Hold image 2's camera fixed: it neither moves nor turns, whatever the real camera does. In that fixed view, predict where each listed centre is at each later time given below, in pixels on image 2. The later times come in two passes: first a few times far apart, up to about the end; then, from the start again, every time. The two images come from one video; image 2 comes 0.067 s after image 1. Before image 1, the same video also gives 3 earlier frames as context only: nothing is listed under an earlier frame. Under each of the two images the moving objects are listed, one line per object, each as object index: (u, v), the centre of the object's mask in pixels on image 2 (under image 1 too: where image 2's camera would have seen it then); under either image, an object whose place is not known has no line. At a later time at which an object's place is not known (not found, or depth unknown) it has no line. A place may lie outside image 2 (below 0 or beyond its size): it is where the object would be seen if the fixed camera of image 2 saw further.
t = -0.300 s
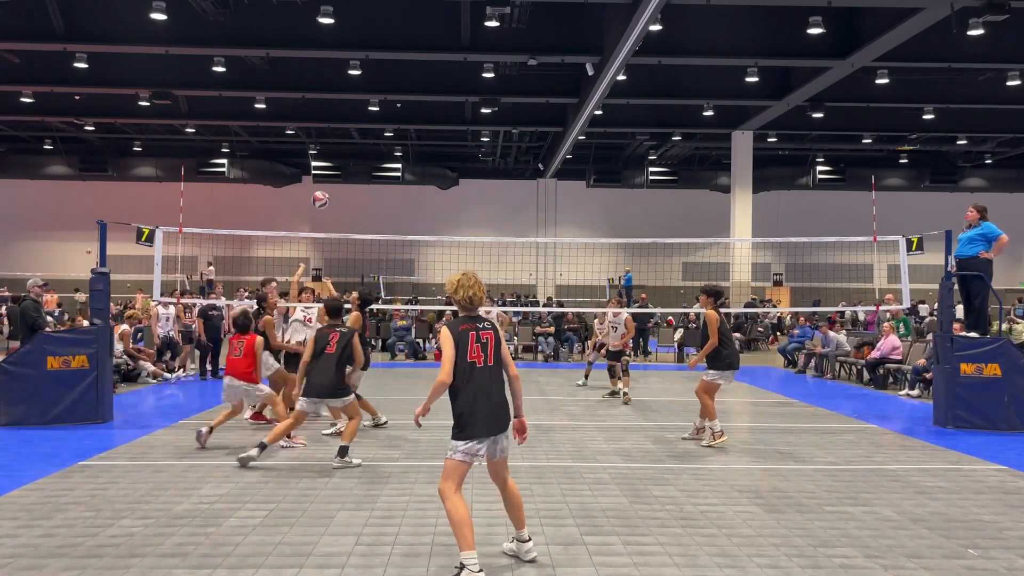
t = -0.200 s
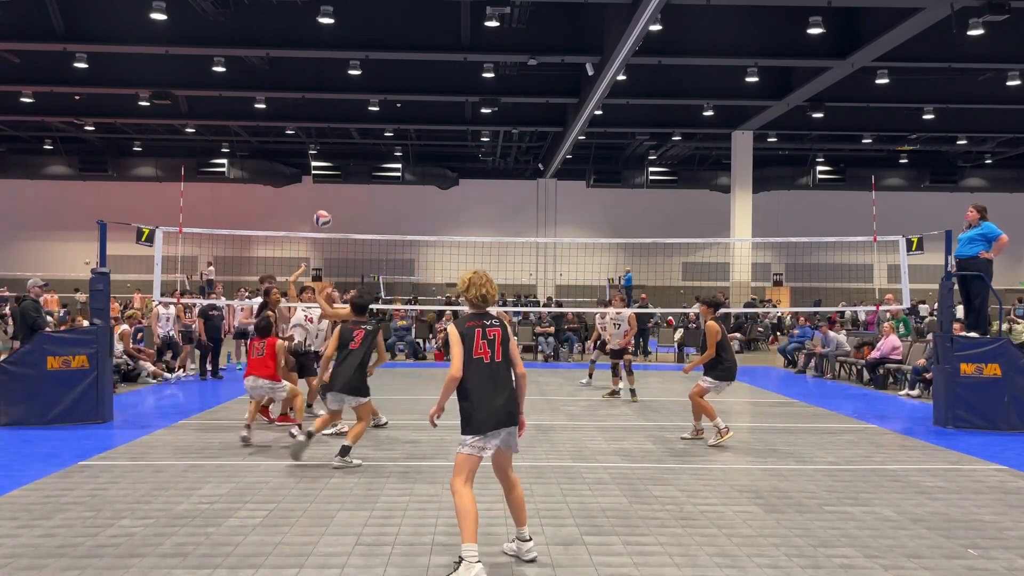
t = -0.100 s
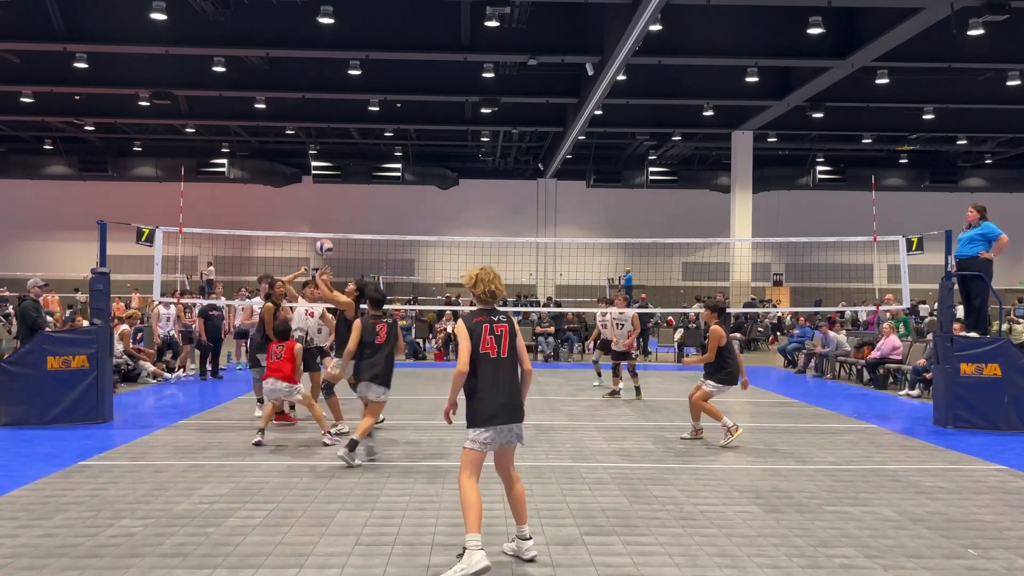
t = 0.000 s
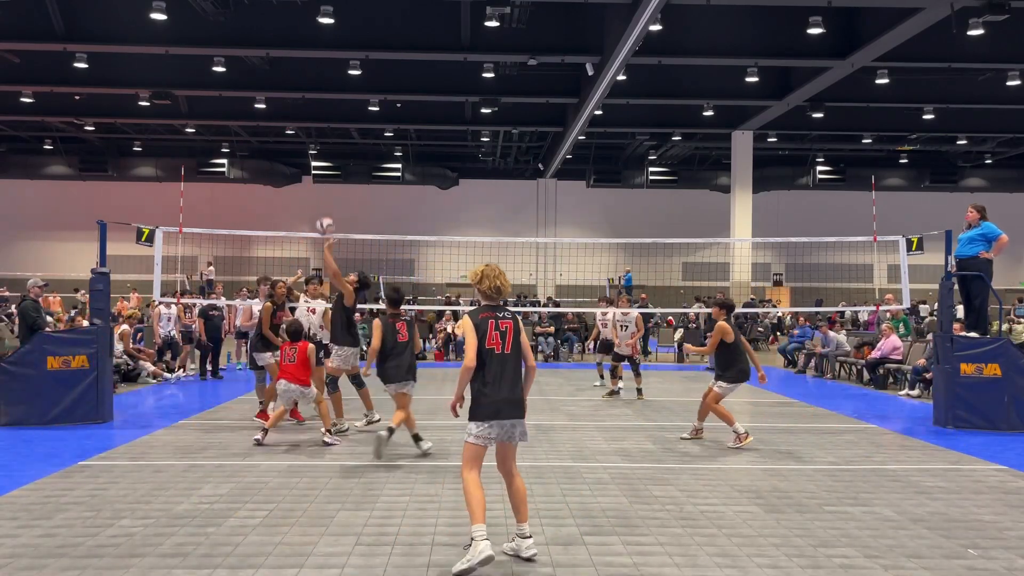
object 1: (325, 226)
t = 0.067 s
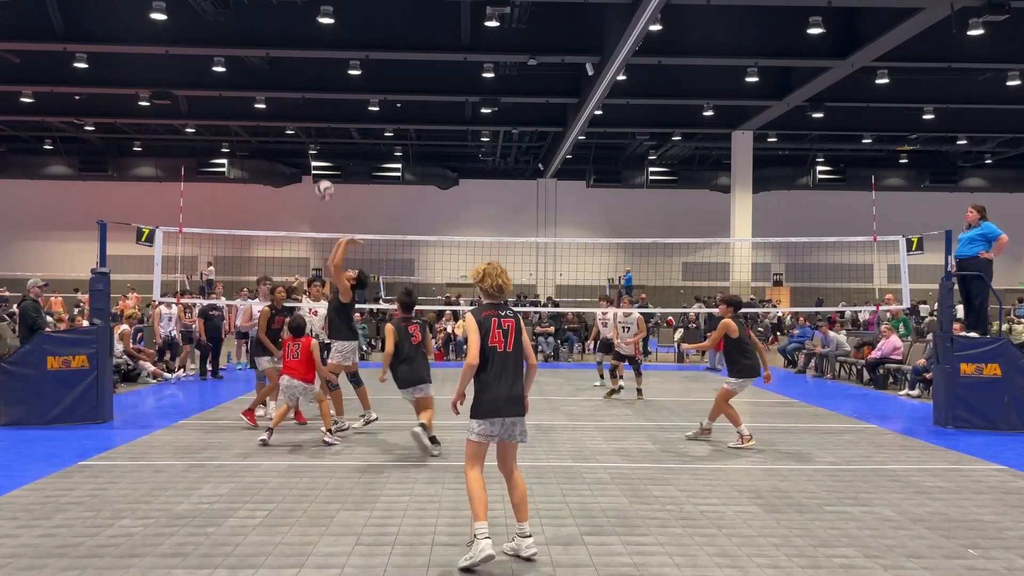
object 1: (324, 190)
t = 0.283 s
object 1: (321, 95)
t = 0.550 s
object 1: (315, 35)
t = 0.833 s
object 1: (308, 40)
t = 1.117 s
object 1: (300, 120)
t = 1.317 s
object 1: (295, 221)
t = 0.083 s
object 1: (324, 182)
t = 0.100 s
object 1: (324, 174)
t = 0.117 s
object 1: (324, 164)
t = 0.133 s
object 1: (324, 156)
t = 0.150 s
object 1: (323, 149)
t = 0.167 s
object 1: (323, 142)
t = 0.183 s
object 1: (323, 134)
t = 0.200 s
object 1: (322, 127)
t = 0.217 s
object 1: (322, 120)
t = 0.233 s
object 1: (322, 114)
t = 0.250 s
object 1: (322, 107)
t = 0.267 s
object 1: (322, 101)
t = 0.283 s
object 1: (321, 95)
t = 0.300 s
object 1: (321, 90)
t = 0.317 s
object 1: (321, 84)
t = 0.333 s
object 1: (320, 79)
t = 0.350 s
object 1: (320, 74)
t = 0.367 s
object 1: (319, 70)
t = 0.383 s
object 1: (319, 65)
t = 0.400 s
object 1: (319, 61)
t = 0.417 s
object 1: (318, 57)
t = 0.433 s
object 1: (318, 54)
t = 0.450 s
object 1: (317, 50)
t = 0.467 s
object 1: (317, 47)
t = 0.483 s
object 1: (317, 44)
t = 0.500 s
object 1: (316, 41)
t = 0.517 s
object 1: (316, 39)
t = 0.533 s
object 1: (315, 37)
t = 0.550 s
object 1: (315, 35)
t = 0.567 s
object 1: (314, 33)
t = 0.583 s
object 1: (314, 32)
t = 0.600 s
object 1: (314, 31)
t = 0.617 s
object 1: (313, 30)
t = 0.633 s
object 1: (313, 29)
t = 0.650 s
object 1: (312, 29)
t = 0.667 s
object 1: (312, 29)
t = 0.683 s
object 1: (311, 29)
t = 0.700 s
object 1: (311, 29)
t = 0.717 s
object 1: (311, 29)
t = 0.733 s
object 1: (310, 30)
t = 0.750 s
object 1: (310, 31)
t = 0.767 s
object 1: (309, 33)
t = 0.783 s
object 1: (309, 34)
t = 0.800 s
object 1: (308, 36)
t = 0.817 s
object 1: (308, 38)
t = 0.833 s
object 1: (308, 40)
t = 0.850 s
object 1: (307, 43)
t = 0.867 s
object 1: (307, 46)
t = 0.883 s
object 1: (306, 49)
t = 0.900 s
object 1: (306, 52)
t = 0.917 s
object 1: (305, 56)
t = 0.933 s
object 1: (305, 60)
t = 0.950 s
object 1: (304, 64)
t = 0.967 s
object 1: (304, 69)
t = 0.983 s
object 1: (304, 73)
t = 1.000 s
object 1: (303, 78)
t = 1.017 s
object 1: (303, 83)
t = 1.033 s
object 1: (302, 89)
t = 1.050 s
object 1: (302, 95)
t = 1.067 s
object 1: (301, 101)
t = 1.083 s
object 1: (301, 107)
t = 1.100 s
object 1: (300, 113)
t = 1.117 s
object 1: (300, 120)
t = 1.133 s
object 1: (300, 127)
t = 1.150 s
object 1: (299, 134)
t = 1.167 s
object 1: (299, 142)
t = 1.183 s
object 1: (298, 150)
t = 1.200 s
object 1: (298, 158)
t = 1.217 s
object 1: (298, 166)
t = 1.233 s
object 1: (297, 175)
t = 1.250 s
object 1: (297, 184)
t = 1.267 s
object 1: (296, 193)
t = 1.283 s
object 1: (296, 202)
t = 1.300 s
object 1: (296, 211)
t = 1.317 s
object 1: (295, 221)
